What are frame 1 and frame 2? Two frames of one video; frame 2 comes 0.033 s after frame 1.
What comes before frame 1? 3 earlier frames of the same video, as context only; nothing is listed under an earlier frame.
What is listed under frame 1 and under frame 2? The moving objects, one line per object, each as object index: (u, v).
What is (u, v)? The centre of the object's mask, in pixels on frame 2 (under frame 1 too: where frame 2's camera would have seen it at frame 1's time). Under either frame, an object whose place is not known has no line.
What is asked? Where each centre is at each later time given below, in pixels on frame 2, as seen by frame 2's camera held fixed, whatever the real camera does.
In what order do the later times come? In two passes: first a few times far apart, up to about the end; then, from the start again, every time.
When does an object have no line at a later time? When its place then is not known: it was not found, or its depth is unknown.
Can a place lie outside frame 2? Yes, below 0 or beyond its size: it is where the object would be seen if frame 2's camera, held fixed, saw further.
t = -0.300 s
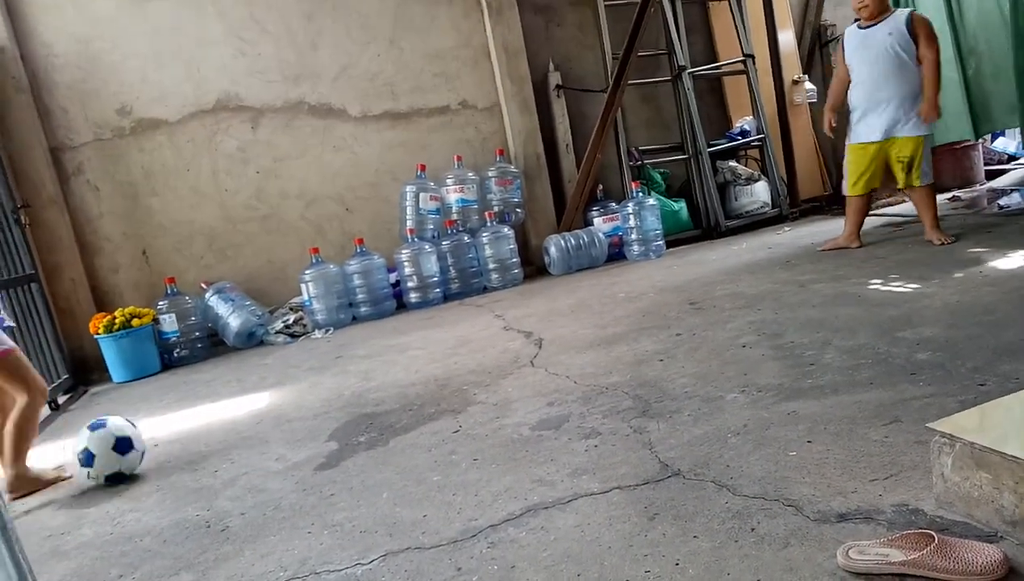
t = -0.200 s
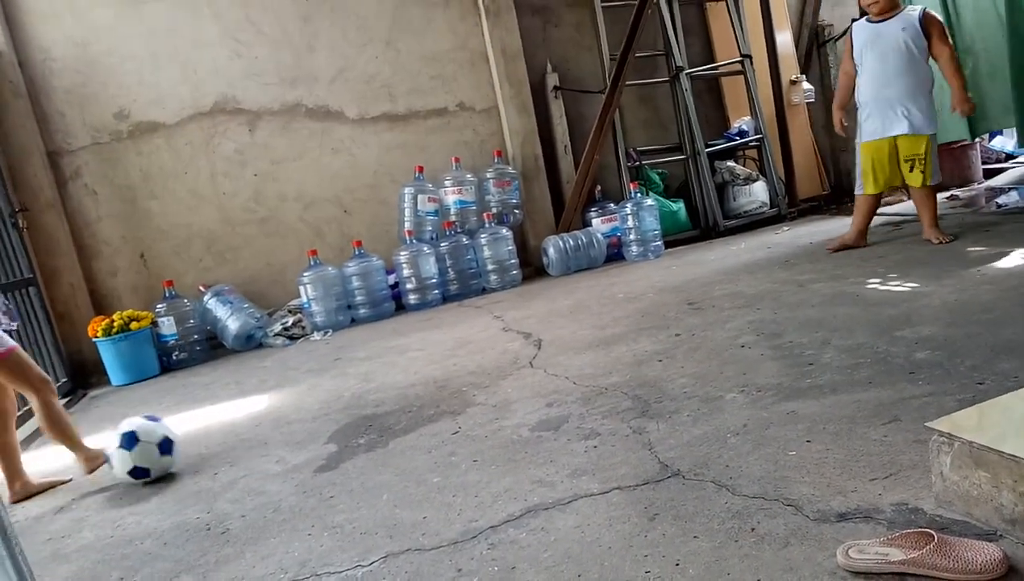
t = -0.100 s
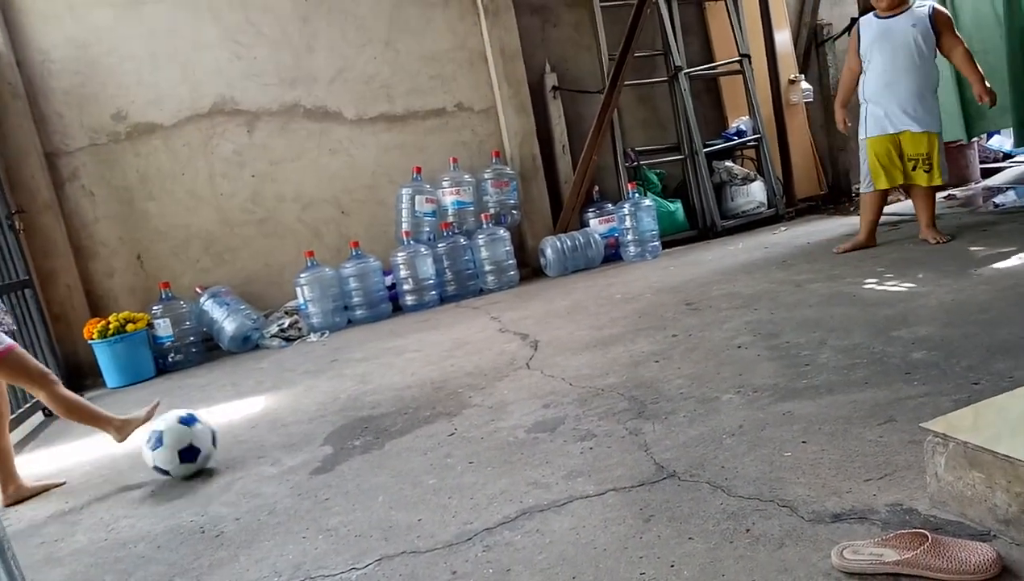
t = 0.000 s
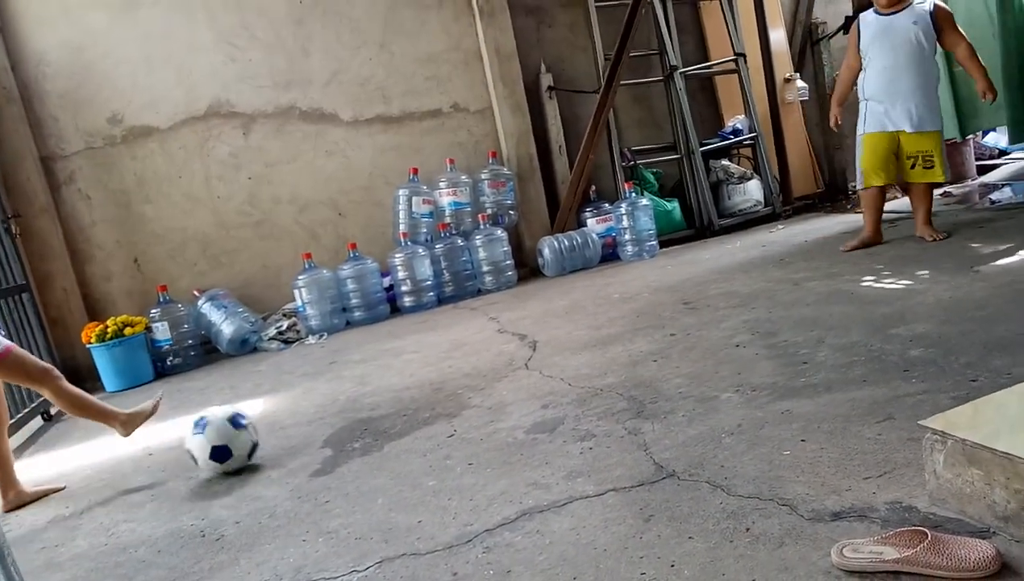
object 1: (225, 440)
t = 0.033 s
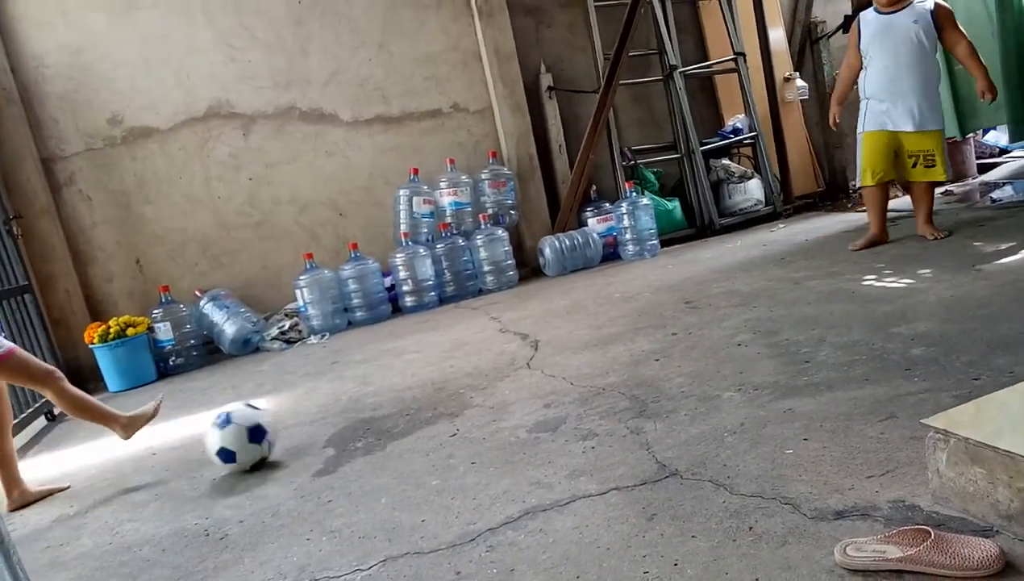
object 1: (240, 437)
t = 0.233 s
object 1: (323, 422)
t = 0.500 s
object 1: (436, 400)
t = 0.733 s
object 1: (530, 384)
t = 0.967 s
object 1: (626, 363)
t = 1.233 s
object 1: (728, 343)
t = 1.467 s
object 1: (810, 325)
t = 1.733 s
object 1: (900, 306)
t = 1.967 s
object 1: (963, 290)
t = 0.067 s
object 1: (254, 433)
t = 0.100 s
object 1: (269, 432)
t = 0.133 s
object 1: (283, 429)
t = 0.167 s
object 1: (296, 426)
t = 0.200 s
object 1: (309, 424)
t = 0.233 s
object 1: (323, 422)
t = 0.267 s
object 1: (336, 420)
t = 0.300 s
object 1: (351, 417)
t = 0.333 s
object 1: (364, 415)
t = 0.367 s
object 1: (378, 411)
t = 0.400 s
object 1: (393, 409)
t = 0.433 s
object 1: (408, 405)
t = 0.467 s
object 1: (423, 403)
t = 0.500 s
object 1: (436, 400)
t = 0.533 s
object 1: (450, 398)
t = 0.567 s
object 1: (464, 395)
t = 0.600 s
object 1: (478, 393)
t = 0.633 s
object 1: (491, 391)
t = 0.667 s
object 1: (504, 387)
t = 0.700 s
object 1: (517, 385)
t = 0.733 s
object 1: (530, 384)
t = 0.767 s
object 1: (543, 380)
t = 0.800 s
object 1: (558, 378)
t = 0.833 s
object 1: (571, 374)
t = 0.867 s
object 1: (585, 372)
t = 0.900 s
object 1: (599, 369)
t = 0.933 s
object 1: (612, 366)
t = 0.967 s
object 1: (626, 363)
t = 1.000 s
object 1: (640, 362)
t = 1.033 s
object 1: (652, 358)
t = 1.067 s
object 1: (667, 358)
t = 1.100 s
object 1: (679, 353)
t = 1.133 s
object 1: (691, 352)
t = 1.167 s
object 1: (703, 347)
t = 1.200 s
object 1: (716, 344)
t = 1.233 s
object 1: (728, 343)
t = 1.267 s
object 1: (738, 340)
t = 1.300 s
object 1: (750, 338)
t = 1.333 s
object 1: (762, 335)
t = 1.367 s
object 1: (774, 333)
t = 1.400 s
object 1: (784, 329)
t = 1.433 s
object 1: (798, 328)
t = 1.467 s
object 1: (810, 325)
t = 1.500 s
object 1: (822, 323)
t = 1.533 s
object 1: (834, 321)
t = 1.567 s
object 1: (845, 319)
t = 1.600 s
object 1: (856, 315)
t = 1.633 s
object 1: (868, 314)
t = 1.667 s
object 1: (879, 311)
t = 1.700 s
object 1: (890, 308)
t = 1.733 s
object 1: (900, 306)
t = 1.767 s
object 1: (910, 302)
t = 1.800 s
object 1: (921, 300)
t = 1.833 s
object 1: (931, 297)
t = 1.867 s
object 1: (940, 296)
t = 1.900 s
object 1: (949, 293)
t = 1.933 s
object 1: (959, 291)
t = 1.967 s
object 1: (963, 290)
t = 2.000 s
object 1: (965, 289)
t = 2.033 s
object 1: (963, 289)
